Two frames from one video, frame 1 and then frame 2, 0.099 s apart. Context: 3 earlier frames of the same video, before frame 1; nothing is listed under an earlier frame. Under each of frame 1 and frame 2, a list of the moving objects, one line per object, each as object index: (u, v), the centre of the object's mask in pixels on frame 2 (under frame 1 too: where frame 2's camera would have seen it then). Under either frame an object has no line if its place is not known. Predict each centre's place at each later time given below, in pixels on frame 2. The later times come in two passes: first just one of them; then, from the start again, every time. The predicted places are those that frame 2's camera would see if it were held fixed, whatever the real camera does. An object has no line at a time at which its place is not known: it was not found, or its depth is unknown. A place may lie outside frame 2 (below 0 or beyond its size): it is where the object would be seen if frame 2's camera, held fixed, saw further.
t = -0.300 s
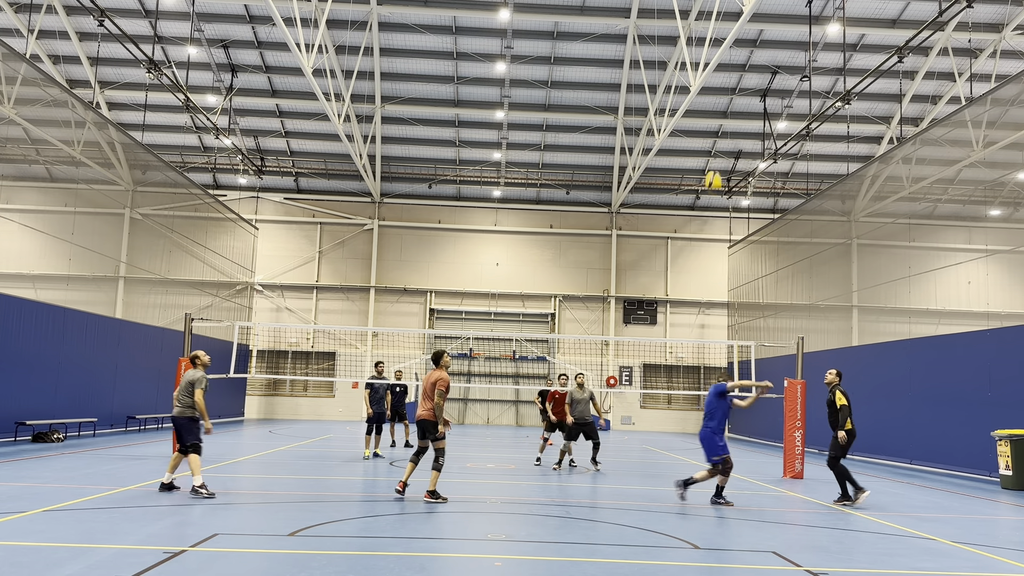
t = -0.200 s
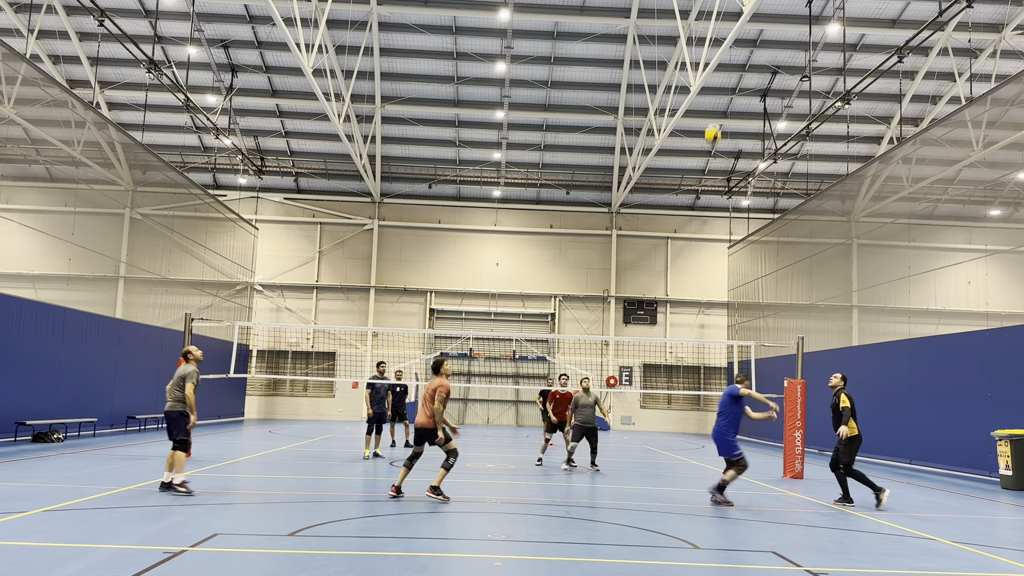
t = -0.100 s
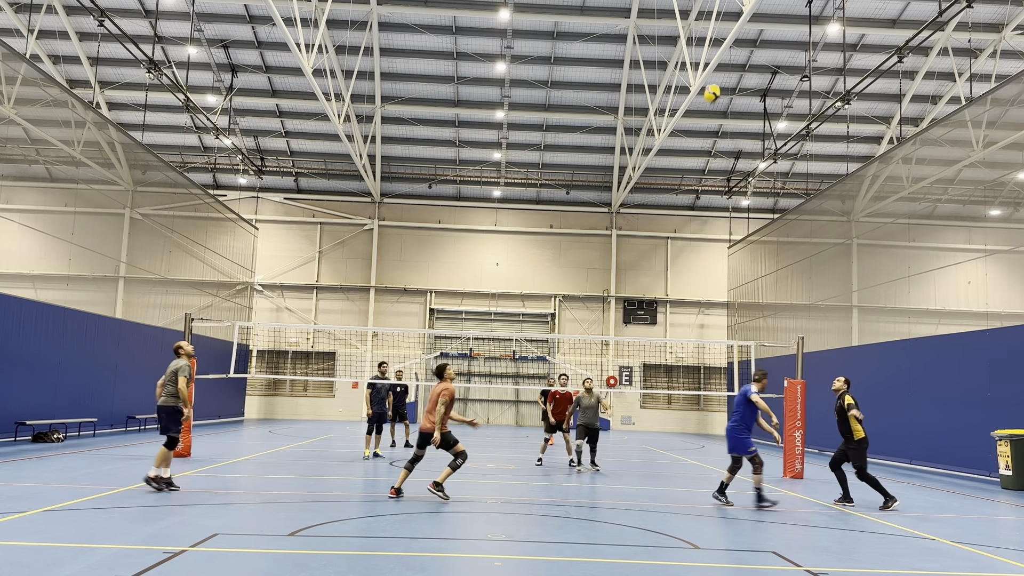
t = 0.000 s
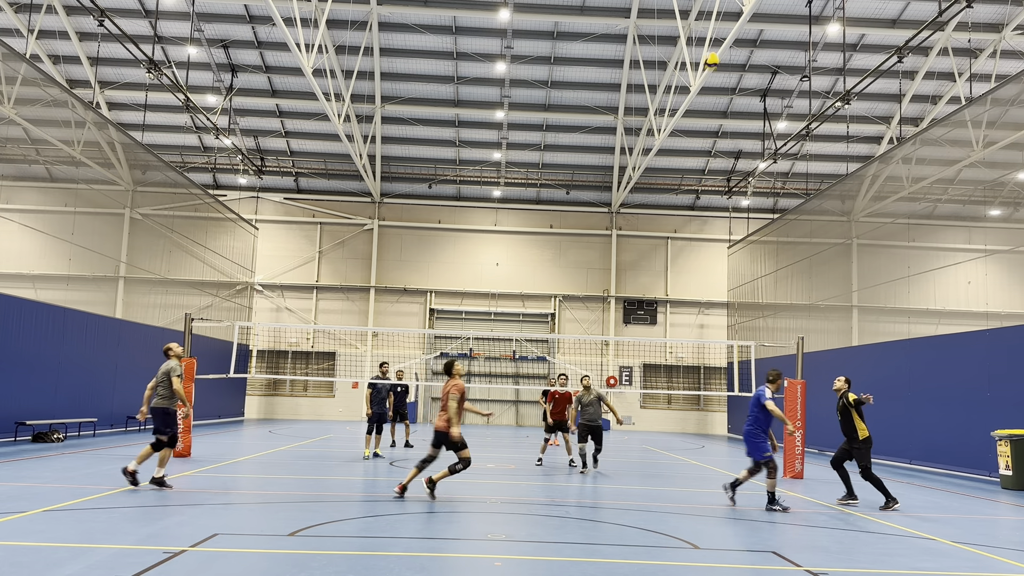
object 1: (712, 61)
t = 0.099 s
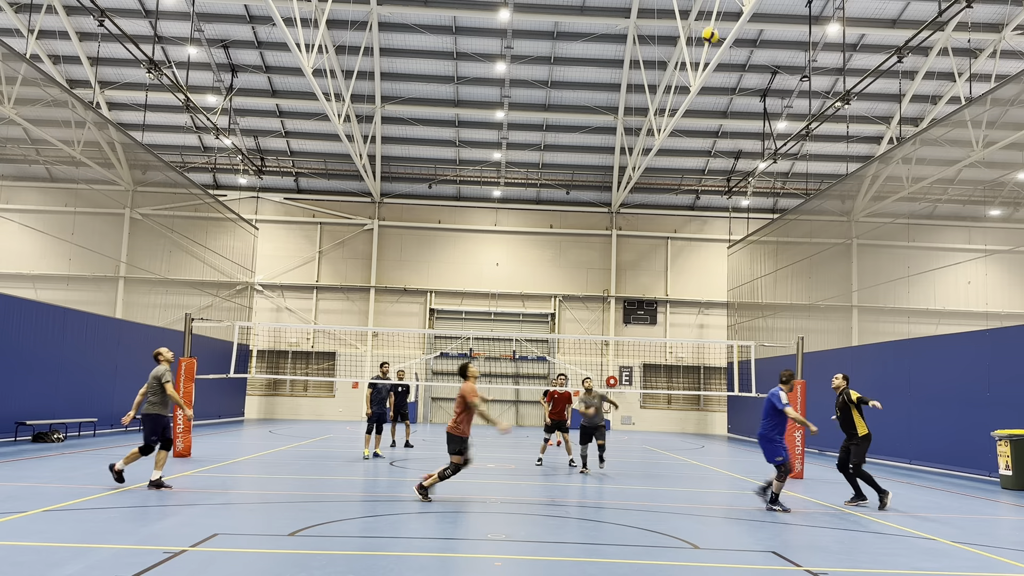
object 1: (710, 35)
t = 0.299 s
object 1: (708, 7)
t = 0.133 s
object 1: (709, 28)
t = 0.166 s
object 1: (709, 21)
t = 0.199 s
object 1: (709, 16)
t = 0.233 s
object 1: (708, 12)
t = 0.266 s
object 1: (708, 8)
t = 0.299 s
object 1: (708, 7)
